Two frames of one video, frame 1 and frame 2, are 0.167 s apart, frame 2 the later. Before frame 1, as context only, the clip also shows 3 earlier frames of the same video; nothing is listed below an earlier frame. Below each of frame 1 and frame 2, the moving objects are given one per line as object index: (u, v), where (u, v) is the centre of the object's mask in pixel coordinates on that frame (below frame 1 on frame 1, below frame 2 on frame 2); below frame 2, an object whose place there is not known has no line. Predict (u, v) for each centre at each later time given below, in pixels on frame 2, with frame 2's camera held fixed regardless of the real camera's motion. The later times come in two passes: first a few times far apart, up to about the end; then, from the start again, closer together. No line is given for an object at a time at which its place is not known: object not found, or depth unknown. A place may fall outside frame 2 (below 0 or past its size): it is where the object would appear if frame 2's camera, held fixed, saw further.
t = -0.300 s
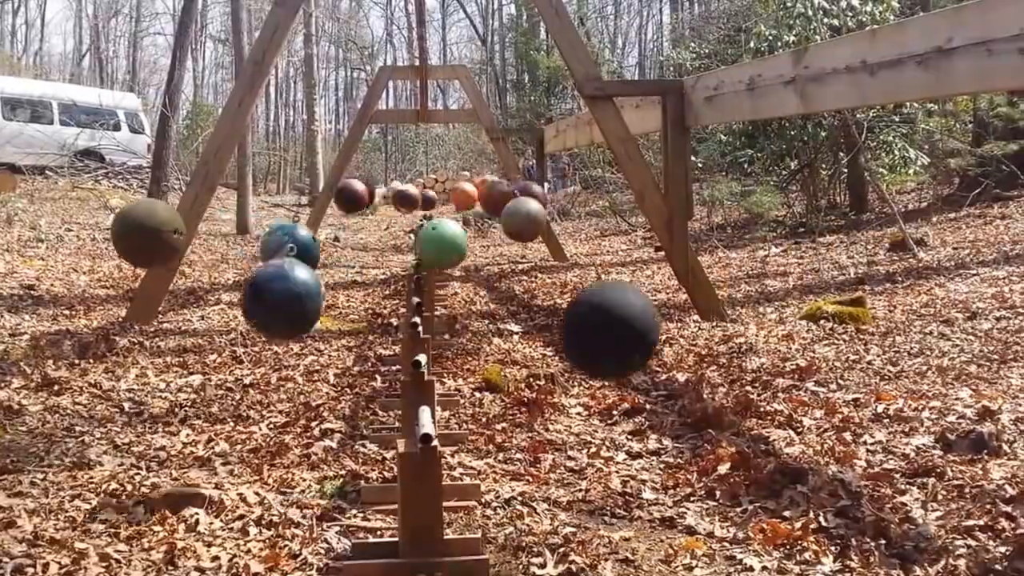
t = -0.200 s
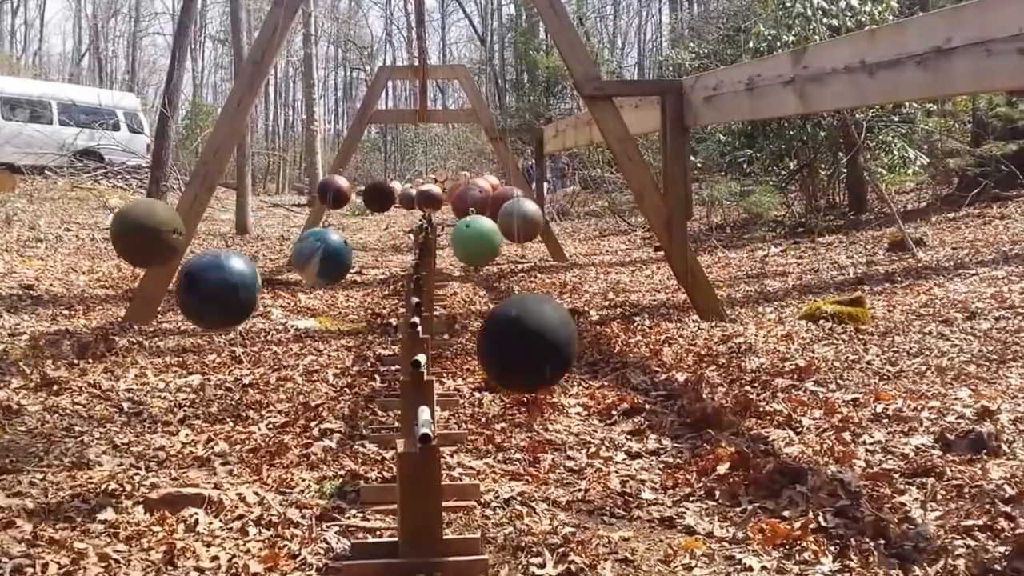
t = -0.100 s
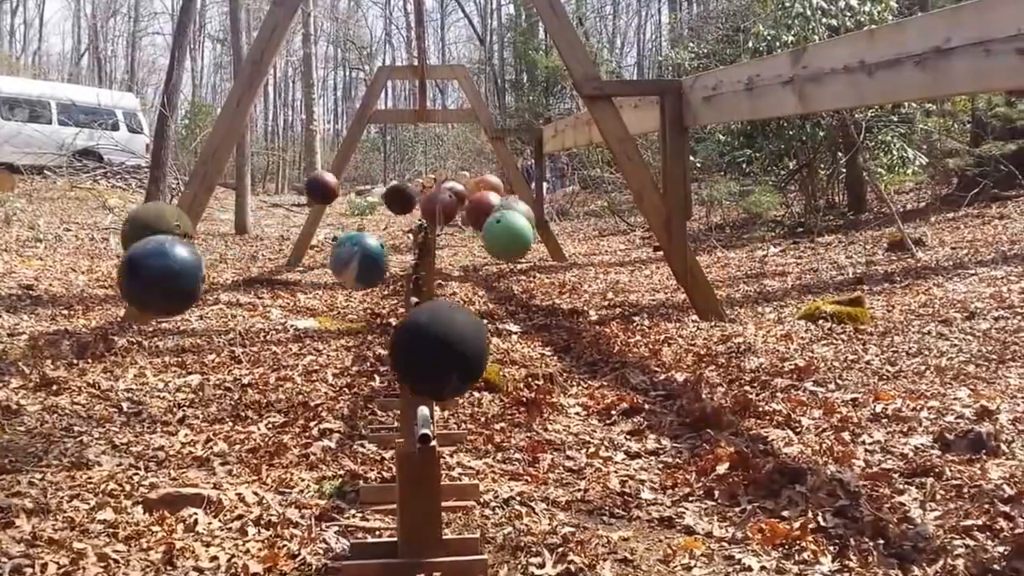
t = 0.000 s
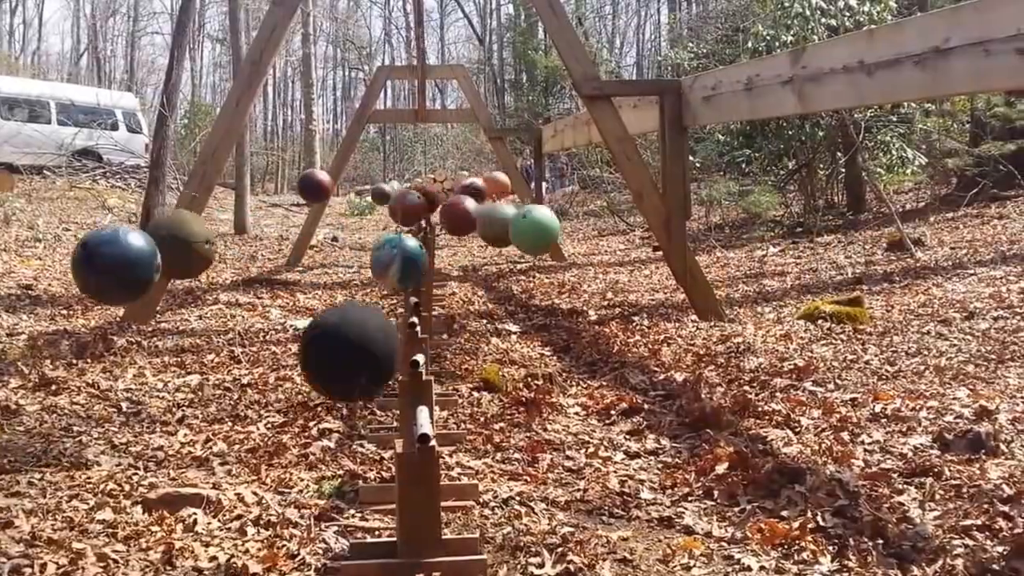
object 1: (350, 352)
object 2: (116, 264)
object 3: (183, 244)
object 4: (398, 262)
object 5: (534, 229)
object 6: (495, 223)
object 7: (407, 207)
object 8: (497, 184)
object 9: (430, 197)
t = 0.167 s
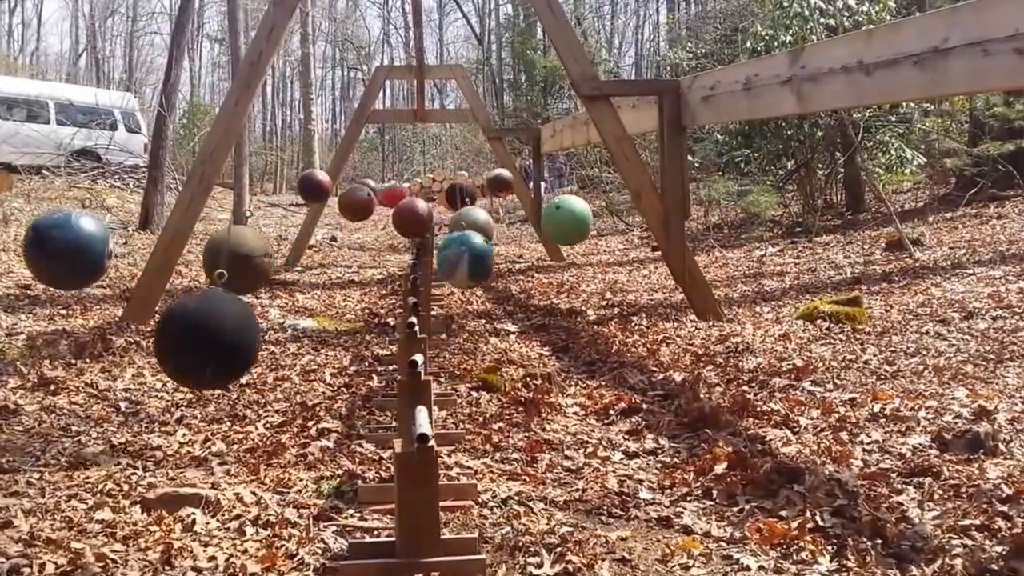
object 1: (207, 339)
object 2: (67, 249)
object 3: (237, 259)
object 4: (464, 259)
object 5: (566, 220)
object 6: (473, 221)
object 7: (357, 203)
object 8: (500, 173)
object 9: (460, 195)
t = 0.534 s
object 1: (24, 289)
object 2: (98, 259)
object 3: (431, 277)
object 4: (581, 237)
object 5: (576, 204)
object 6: (394, 232)
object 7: (289, 184)
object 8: (467, 193)
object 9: (514, 178)
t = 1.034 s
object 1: (50, 302)
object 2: (392, 306)
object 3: (654, 233)
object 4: (594, 233)
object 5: (458, 241)
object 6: (324, 224)
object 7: (334, 192)
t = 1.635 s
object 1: (511, 344)
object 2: (731, 241)
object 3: (627, 242)
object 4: (398, 262)
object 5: (278, 227)
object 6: (371, 227)
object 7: (501, 195)
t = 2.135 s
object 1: (819, 269)
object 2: (721, 246)
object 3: (380, 278)
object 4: (242, 240)
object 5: (285, 225)
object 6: (476, 228)
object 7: (555, 173)
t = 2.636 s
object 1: (779, 284)
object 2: (431, 305)
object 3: (165, 240)
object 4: (263, 246)
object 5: (428, 242)
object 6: (518, 219)
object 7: (458, 204)
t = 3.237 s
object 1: (330, 351)
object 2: (87, 256)
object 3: (232, 259)
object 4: (480, 257)
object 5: (575, 216)
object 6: (437, 231)
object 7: (300, 187)
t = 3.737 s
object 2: (120, 265)
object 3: (494, 272)
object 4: (603, 228)
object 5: (533, 228)
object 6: (341, 227)
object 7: (315, 187)
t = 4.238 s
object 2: (431, 306)
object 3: (673, 226)
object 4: (551, 245)
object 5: (374, 243)
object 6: (331, 225)
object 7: (443, 206)
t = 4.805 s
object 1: (474, 350)
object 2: (734, 241)
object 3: (592, 253)
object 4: (341, 259)
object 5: (259, 222)
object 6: (430, 232)
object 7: (552, 177)
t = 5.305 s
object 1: (798, 275)
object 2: (709, 250)
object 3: (333, 275)
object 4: (230, 237)
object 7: (493, 193)
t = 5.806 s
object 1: (794, 278)
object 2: (417, 307)
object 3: (156, 237)
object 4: (308, 254)
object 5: (496, 237)
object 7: (351, 201)
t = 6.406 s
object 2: (86, 255)
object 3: (275, 267)
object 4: (530, 249)
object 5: (576, 215)
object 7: (288, 178)
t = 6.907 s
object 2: (132, 268)
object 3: (536, 265)
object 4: (605, 227)
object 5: (474, 239)
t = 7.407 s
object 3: (678, 224)
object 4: (503, 255)
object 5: (314, 235)
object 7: (530, 185)
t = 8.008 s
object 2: (743, 237)
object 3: (536, 265)
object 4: (283, 250)
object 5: (268, 215)
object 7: (512, 189)
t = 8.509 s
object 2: (685, 259)
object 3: (276, 267)
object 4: (233, 235)
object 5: (408, 243)
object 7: (379, 205)
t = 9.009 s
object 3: (154, 236)
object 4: (374, 252)
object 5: (552, 223)
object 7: (288, 183)
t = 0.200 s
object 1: (181, 335)
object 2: (62, 248)
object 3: (252, 264)
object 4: (478, 258)
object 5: (571, 218)
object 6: (462, 223)
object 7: (348, 201)
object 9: (467, 194)
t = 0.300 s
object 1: (110, 321)
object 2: (57, 245)
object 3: (302, 272)
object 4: (515, 253)
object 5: (581, 215)
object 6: (445, 231)
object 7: (325, 196)
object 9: (486, 189)
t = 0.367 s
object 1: (70, 311)
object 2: (59, 238)
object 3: (338, 276)
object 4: (537, 248)
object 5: (583, 213)
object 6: (430, 232)
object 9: (496, 186)
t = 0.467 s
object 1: (36, 297)
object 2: (84, 248)
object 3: (394, 278)
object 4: (566, 241)
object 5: (587, 207)
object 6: (411, 232)
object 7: (296, 187)
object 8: (477, 191)
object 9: (509, 181)
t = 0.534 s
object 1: (24, 289)
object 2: (98, 259)
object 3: (431, 277)
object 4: (581, 237)
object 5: (576, 204)
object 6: (394, 232)
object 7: (289, 184)
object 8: (467, 193)
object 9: (514, 178)
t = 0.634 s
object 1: (15, 281)
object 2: (138, 270)
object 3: (486, 274)
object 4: (600, 231)
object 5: (560, 218)
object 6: (374, 231)
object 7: (283, 181)
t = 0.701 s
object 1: (13, 278)
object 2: (172, 279)
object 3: (521, 269)
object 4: (607, 228)
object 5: (553, 223)
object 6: (361, 230)
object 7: (282, 179)
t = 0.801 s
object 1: (15, 280)
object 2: (231, 292)
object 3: (570, 259)
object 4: (614, 225)
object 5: (528, 229)
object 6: (345, 228)
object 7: (289, 175)
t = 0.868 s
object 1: (21, 285)
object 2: (274, 298)
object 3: (598, 251)
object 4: (618, 215)
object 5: (512, 234)
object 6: (337, 227)
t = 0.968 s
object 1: (35, 294)
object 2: (344, 305)
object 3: (635, 240)
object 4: (594, 226)
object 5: (480, 239)
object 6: (328, 224)
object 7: (321, 186)
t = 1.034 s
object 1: (50, 302)
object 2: (392, 306)
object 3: (654, 233)
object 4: (594, 233)
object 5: (458, 241)
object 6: (324, 224)
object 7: (334, 192)
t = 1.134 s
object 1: (100, 318)
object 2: (463, 303)
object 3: (675, 225)
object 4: (575, 239)
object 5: (423, 244)
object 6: (322, 224)
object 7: (356, 202)
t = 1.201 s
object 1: (146, 328)
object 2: (509, 299)
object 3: (683, 222)
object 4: (558, 243)
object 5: (400, 244)
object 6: (322, 224)
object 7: (375, 205)
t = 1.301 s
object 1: (223, 340)
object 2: (574, 288)
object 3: (685, 221)
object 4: (525, 249)
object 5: (366, 242)
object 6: (325, 223)
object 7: (404, 207)
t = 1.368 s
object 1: (279, 347)
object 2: (615, 280)
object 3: (684, 222)
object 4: (504, 255)
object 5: (343, 240)
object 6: (327, 215)
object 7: (425, 207)
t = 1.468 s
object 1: (364, 351)
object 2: (667, 263)
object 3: (674, 213)
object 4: (465, 260)
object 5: (315, 235)
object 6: (351, 226)
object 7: (455, 204)
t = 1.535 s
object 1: (424, 350)
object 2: (697, 254)
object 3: (649, 227)
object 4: (438, 261)
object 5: (298, 232)
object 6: (357, 229)
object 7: (475, 201)
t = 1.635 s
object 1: (511, 344)
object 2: (731, 241)
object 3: (627, 242)
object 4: (398, 262)
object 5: (278, 227)
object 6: (371, 227)
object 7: (501, 195)
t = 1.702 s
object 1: (565, 336)
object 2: (749, 234)
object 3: (603, 250)
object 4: (372, 260)
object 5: (268, 225)
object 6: (392, 226)
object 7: (515, 191)
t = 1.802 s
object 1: (642, 322)
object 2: (763, 228)
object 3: (559, 261)
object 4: (333, 257)
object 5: (260, 222)
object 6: (409, 233)
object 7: (534, 185)
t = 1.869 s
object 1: (688, 311)
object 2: (765, 227)
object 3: (527, 267)
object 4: (310, 254)
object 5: (257, 221)
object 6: (423, 232)
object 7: (543, 180)
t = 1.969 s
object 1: (748, 293)
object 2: (764, 221)
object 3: (473, 274)
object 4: (278, 248)
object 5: (254, 215)
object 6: (443, 229)
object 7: (551, 177)
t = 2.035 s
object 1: (781, 282)
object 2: (741, 226)
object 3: (437, 277)
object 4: (261, 244)
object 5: (267, 212)
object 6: (458, 228)
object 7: (553, 176)
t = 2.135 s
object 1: (819, 269)
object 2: (721, 246)
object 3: (380, 278)
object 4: (242, 240)
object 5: (285, 225)
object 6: (476, 228)
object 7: (555, 173)
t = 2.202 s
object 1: (835, 262)
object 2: (694, 256)
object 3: (342, 276)
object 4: (233, 238)
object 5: (293, 231)
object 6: (487, 226)
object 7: (550, 171)
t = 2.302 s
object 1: (847, 257)
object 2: (646, 271)
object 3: (290, 269)
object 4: (226, 236)
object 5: (322, 232)
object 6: (501, 223)
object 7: (531, 175)
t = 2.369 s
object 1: (848, 257)
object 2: (609, 282)
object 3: (258, 264)
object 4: (221, 230)
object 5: (338, 239)
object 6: (508, 222)
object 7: (518, 183)
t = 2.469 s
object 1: (834, 262)
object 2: (546, 294)
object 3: (217, 255)
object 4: (245, 227)
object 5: (370, 242)
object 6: (515, 220)
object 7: (499, 191)
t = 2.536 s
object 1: (818, 269)
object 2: (502, 301)
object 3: (194, 248)
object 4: (247, 240)
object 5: (394, 244)
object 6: (518, 219)
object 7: (486, 199)
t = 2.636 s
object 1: (779, 284)
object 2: (431, 305)
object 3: (165, 240)
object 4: (263, 246)
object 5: (428, 242)
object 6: (518, 219)
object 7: (458, 204)
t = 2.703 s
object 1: (747, 295)
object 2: (383, 307)
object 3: (153, 236)
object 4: (281, 250)
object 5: (452, 242)
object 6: (516, 220)
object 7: (436, 204)
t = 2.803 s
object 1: (686, 312)
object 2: (311, 302)
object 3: (145, 233)
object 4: (313, 247)
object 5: (485, 238)
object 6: (513, 217)
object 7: (406, 208)
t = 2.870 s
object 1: (639, 323)
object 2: (265, 297)
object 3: (145, 233)
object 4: (336, 258)
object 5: (505, 233)
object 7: (386, 206)
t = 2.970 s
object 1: (562, 339)
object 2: (203, 286)
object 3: (152, 234)
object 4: (375, 261)
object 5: (532, 229)
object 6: (486, 226)
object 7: (357, 202)
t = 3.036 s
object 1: (505, 346)
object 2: (166, 278)
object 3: (167, 226)
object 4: (402, 262)
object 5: (546, 225)
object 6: (476, 228)
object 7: (340, 199)
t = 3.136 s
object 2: (121, 266)
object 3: (196, 249)
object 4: (442, 261)
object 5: (564, 220)
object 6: (459, 225)
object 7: (318, 193)
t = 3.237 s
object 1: (330, 351)
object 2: (87, 256)
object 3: (232, 259)
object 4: (480, 257)
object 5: (575, 216)
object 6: (437, 231)
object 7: (300, 187)
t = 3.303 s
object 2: (73, 251)
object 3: (261, 263)
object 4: (505, 254)
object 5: (579, 214)
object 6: (422, 232)
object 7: (292, 186)
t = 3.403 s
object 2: (67, 246)
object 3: (312, 272)
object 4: (538, 247)
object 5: (580, 214)
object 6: (401, 232)
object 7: (286, 183)
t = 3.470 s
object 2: (67, 246)
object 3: (348, 276)
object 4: (557, 243)
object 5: (581, 210)
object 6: (386, 231)
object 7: (283, 181)
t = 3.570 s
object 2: (72, 240)
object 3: (404, 277)
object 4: (578, 237)
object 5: (558, 210)
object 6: (367, 230)
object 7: (285, 177)
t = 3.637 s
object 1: (60, 302)
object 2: (92, 247)
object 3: (440, 276)
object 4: (591, 233)
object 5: (550, 221)
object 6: (356, 229)
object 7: (293, 176)
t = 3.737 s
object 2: (120, 265)
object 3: (494, 272)
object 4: (603, 228)
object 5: (533, 228)
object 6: (341, 227)
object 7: (315, 187)
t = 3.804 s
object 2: (148, 272)
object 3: (527, 266)
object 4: (606, 227)
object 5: (514, 223)
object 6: (333, 225)
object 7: (325, 189)
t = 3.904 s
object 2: (201, 286)
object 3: (574, 256)
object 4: (610, 223)
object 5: (487, 237)
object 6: (325, 224)
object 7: (347, 198)
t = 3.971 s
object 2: (243, 293)
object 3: (601, 249)
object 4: (603, 212)
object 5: (465, 240)
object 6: (323, 223)
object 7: (363, 203)
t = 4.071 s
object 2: (311, 302)
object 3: (637, 239)
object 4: (584, 234)
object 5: (432, 244)
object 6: (322, 224)
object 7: (393, 207)
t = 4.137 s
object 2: (359, 306)
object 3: (654, 233)
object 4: (577, 237)
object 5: (409, 244)
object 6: (324, 224)
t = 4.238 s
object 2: (431, 306)
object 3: (673, 226)
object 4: (551, 245)
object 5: (374, 243)
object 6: (331, 225)
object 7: (443, 206)
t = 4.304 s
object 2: (477, 303)
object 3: (680, 223)
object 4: (531, 249)
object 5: (353, 241)
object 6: (330, 219)
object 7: (463, 203)
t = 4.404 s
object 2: (544, 293)
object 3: (681, 222)
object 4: (494, 255)
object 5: (324, 236)
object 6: (356, 226)
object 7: (490, 198)
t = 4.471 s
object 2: (586, 287)
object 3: (678, 224)
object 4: (472, 258)
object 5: (305, 234)
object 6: (362, 230)
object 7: (506, 193)
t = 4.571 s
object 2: (642, 272)
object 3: (668, 222)
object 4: (432, 261)
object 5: (283, 229)
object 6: (381, 231)
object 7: (526, 187)
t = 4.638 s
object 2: (673, 262)
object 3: (639, 224)
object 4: (406, 261)
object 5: (273, 226)
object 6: (392, 225)
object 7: (537, 183)
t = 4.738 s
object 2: (714, 248)
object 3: (618, 246)
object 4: (366, 262)
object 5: (263, 223)
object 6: (416, 232)
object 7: (548, 179)
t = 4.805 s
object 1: (474, 350)
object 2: (734, 241)
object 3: (592, 253)
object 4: (341, 259)
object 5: (259, 222)
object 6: (430, 232)
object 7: (552, 177)
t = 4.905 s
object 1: (557, 339)
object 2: (753, 232)
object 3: (548, 261)
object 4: (306, 254)
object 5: (260, 222)
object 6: (450, 230)
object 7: (553, 175)
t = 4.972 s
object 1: (609, 330)
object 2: (760, 230)
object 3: (515, 270)
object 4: (286, 250)
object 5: (259, 218)
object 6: (464, 229)
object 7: (553, 174)
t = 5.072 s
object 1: (678, 314)
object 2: (759, 229)
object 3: (461, 275)
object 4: (260, 244)
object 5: (282, 218)
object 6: (483, 226)
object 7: (540, 171)
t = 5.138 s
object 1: (720, 302)
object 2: (753, 229)
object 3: (425, 278)
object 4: (247, 241)
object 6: (491, 225)
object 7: (524, 180)
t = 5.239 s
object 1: (771, 285)
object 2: (724, 233)
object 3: (368, 278)
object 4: (234, 238)
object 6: (504, 222)
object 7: (511, 187)
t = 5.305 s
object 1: (798, 275)
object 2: (709, 250)
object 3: (333, 275)
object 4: (230, 237)
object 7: (493, 193)
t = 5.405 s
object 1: (827, 264)
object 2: (667, 265)
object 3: (284, 268)
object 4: (229, 236)
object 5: (362, 241)
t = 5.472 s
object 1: (838, 260)
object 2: (633, 274)
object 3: (252, 263)
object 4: (226, 227)
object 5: (384, 243)
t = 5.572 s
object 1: (842, 258)
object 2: (574, 289)
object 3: (214, 254)
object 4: (258, 239)
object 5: (419, 244)
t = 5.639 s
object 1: (837, 261)
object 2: (532, 296)
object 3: (191, 248)
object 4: (262, 246)
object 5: (441, 244)
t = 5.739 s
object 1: (816, 270)
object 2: (463, 304)
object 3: (167, 240)
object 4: (288, 251)
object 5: (475, 239)
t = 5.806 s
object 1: (794, 278)
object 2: (417, 307)
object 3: (156, 237)
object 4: (308, 254)
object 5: (496, 237)
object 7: (351, 201)
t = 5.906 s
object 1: (747, 294)
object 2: (344, 305)
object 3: (150, 235)
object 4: (342, 250)
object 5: (524, 231)
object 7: (327, 196)
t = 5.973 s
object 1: (709, 306)
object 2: (299, 302)
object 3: (151, 236)
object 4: (368, 261)
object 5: (539, 227)
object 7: (314, 192)
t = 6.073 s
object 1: (643, 323)
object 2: (234, 293)
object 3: (163, 240)
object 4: (408, 261)
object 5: (558, 221)
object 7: (298, 188)
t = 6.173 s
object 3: (189, 232)
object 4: (446, 261)
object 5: (571, 217)
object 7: (289, 184)
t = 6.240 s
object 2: (146, 273)
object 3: (211, 252)
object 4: (472, 258)
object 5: (576, 215)
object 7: (286, 183)
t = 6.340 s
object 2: (105, 262)
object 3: (245, 262)
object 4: (509, 253)
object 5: (578, 214)
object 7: (285, 181)
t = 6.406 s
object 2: (86, 255)
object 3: (275, 267)
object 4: (530, 249)
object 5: (576, 215)
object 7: (288, 178)
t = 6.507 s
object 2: (67, 249)
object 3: (325, 274)
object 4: (559, 241)
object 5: (573, 208)
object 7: (308, 179)
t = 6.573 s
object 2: (63, 247)
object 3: (360, 276)
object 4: (574, 238)
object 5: (551, 214)
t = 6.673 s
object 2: (68, 249)
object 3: (416, 278)
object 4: (592, 232)
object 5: (539, 226)
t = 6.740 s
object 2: (77, 246)
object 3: (452, 276)
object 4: (599, 230)
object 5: (523, 231)
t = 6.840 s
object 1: (49, 305)
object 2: (111, 256)
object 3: (503, 270)
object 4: (605, 227)
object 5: (493, 227)
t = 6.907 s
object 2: (132, 268)
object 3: (536, 265)
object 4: (605, 227)
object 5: (474, 239)
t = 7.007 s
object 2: (181, 282)
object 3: (582, 255)
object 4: (606, 220)
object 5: (441, 243)
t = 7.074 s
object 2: (218, 290)
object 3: (606, 248)
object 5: (419, 244)
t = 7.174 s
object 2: (282, 300)
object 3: (640, 238)
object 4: (571, 239)
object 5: (384, 243)
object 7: (479, 200)
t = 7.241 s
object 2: (328, 304)
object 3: (656, 232)
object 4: (554, 244)
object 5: (362, 242)
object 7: (497, 196)
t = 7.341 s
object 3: (673, 226)
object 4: (525, 250)
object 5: (332, 238)
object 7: (518, 190)
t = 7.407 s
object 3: (678, 224)
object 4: (503, 255)
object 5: (314, 235)
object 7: (530, 185)
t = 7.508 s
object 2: (513, 299)
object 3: (679, 223)
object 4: (463, 257)
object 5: (290, 230)
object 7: (543, 180)
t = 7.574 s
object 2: (556, 292)
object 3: (674, 226)
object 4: (439, 261)
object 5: (279, 228)
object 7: (547, 178)
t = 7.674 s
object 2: (616, 279)
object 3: (659, 230)
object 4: (401, 262)
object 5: (265, 224)
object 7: (550, 177)
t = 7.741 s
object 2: (651, 270)
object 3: (637, 223)
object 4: (374, 261)
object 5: (261, 223)
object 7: (550, 176)
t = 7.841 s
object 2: (695, 255)
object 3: (608, 249)
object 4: (336, 257)
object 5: (260, 223)
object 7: (546, 174)
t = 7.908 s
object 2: (719, 247)
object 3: (582, 255)
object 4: (313, 255)
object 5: (262, 223)
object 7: (532, 173)
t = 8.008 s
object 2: (743, 237)
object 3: (536, 265)
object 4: (283, 250)
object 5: (268, 215)
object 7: (512, 189)
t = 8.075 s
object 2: (753, 232)
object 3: (501, 266)
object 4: (266, 246)
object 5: (291, 221)
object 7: (505, 191)
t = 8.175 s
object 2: (758, 230)
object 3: (449, 277)
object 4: (247, 241)
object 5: (305, 234)
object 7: (476, 199)
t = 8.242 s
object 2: (755, 232)
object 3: (413, 279)
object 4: (238, 239)
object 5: (322, 236)
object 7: (458, 203)
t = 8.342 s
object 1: (713, 305)
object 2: (741, 233)
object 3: (359, 277)
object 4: (232, 237)
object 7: (428, 206)
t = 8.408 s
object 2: (717, 234)
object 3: (325, 274)
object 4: (232, 237)
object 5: (374, 243)
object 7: (408, 207)
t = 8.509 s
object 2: (685, 259)
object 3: (276, 267)
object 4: (233, 235)
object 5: (408, 243)
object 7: (379, 205)
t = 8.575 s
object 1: (815, 270)
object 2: (654, 268)
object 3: (246, 261)
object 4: (248, 224)
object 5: (431, 243)
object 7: (360, 202)
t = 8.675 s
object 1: (835, 261)
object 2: (599, 283)
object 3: (209, 253)
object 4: (267, 246)
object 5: (464, 240)
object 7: (334, 198)
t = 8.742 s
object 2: (559, 290)
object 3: (189, 247)
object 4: (283, 250)
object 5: (486, 237)
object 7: (320, 194)
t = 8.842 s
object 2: (494, 300)
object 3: (167, 240)
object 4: (314, 254)
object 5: (514, 233)
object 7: (303, 189)
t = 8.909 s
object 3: (158, 237)
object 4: (337, 257)
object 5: (531, 228)
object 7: (295, 186)
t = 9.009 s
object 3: (154, 236)
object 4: (374, 252)
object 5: (552, 223)
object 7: (288, 183)
